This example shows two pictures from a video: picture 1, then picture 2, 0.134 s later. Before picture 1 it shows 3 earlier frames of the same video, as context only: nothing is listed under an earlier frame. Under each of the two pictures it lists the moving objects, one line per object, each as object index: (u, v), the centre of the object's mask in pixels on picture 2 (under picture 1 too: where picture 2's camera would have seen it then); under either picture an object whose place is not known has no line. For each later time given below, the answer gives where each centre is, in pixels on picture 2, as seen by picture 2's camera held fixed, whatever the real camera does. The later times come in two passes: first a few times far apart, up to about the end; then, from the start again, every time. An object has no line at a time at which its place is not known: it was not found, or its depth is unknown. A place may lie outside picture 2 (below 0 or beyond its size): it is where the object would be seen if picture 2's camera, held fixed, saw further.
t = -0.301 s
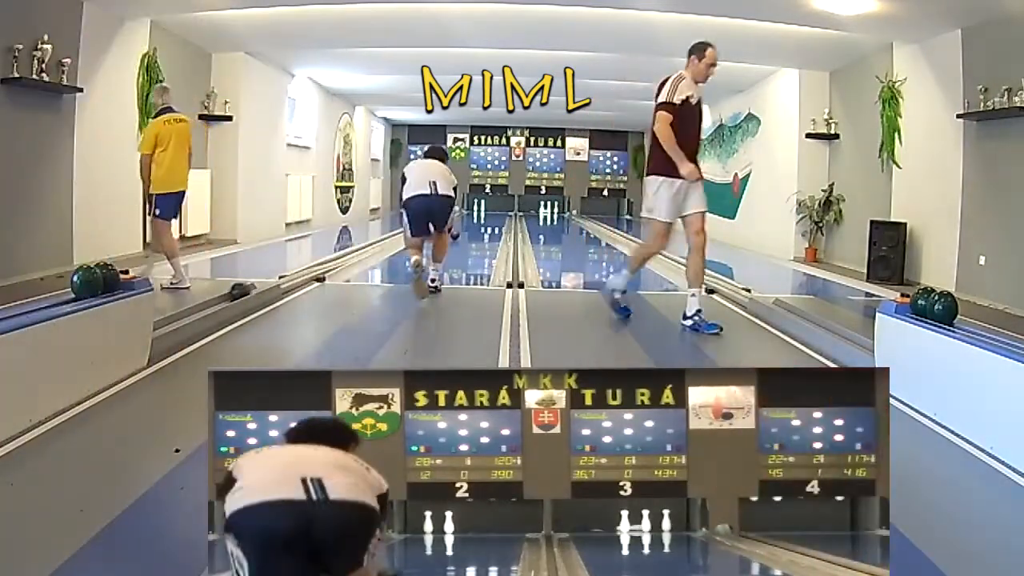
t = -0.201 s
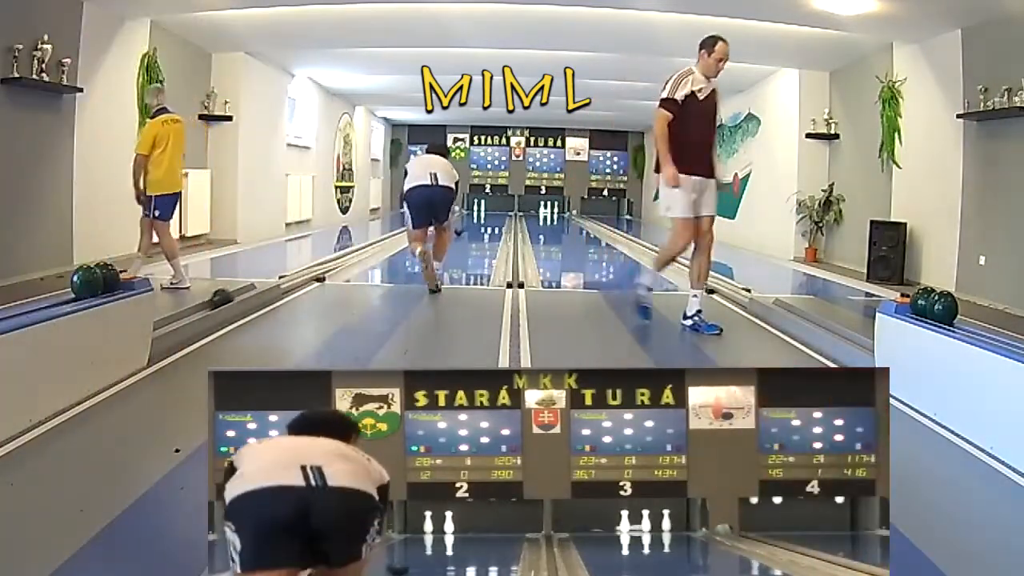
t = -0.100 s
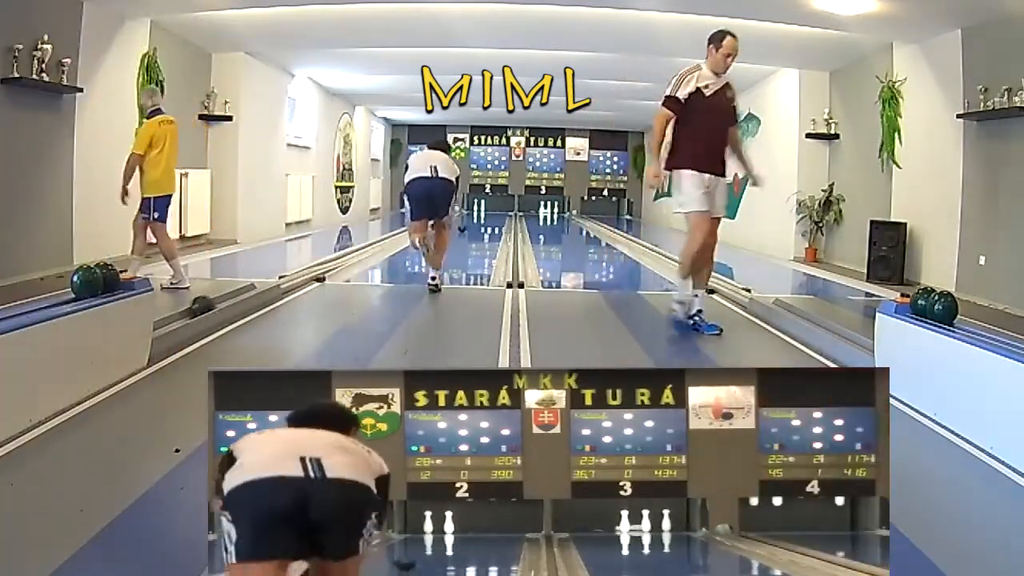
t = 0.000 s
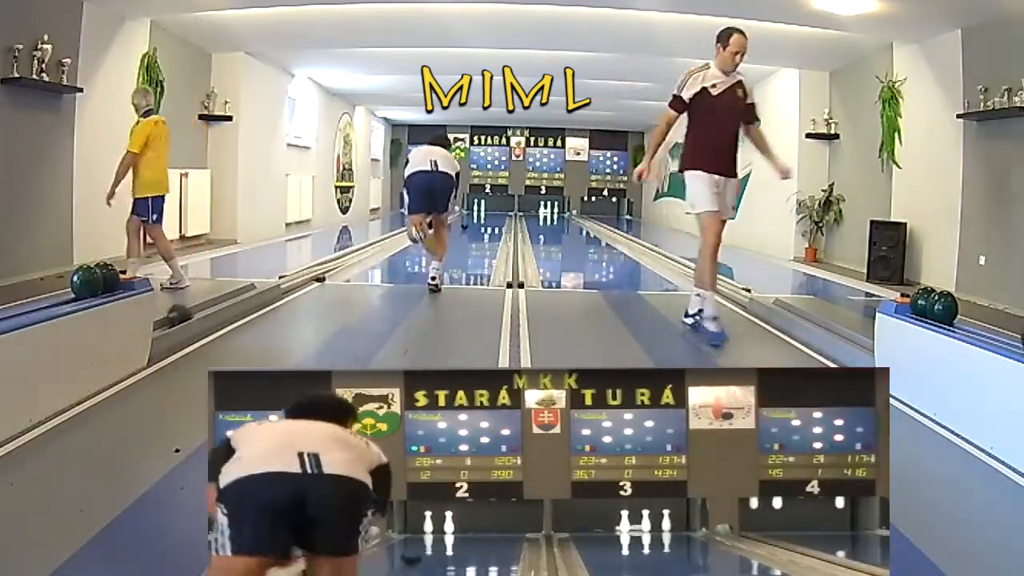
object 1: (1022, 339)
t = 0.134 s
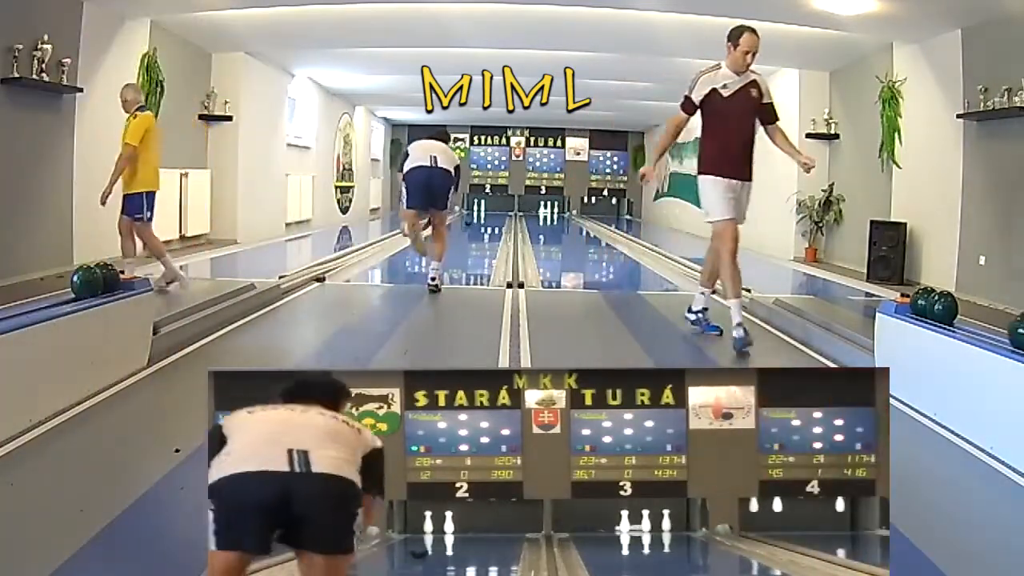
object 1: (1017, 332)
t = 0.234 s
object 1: (1013, 329)
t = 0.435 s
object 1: (999, 324)
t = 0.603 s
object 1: (984, 320)
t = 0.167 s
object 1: (1015, 331)
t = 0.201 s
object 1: (1014, 330)
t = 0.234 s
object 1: (1013, 329)
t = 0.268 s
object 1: (1011, 329)
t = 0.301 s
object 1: (1010, 328)
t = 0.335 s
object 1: (1007, 327)
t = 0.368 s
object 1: (1005, 326)
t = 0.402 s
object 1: (1002, 325)
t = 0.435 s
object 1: (999, 324)
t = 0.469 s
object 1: (996, 323)
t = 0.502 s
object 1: (993, 322)
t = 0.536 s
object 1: (990, 321)
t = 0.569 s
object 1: (987, 321)
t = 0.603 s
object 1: (984, 320)
